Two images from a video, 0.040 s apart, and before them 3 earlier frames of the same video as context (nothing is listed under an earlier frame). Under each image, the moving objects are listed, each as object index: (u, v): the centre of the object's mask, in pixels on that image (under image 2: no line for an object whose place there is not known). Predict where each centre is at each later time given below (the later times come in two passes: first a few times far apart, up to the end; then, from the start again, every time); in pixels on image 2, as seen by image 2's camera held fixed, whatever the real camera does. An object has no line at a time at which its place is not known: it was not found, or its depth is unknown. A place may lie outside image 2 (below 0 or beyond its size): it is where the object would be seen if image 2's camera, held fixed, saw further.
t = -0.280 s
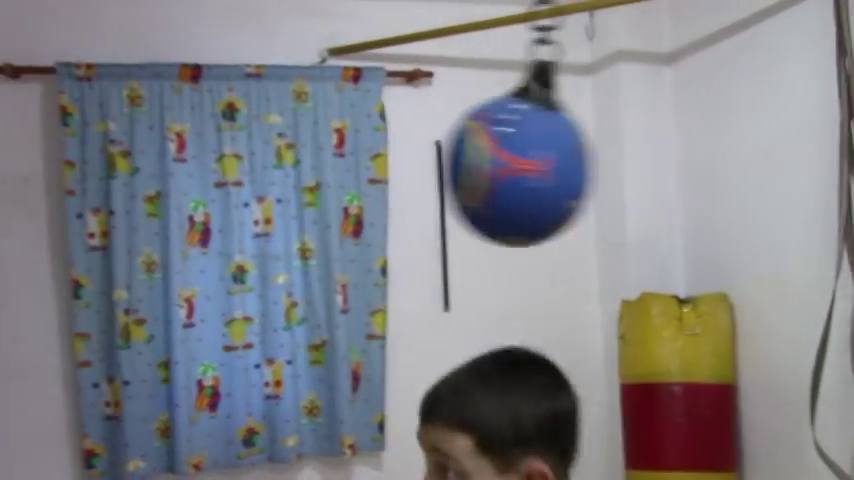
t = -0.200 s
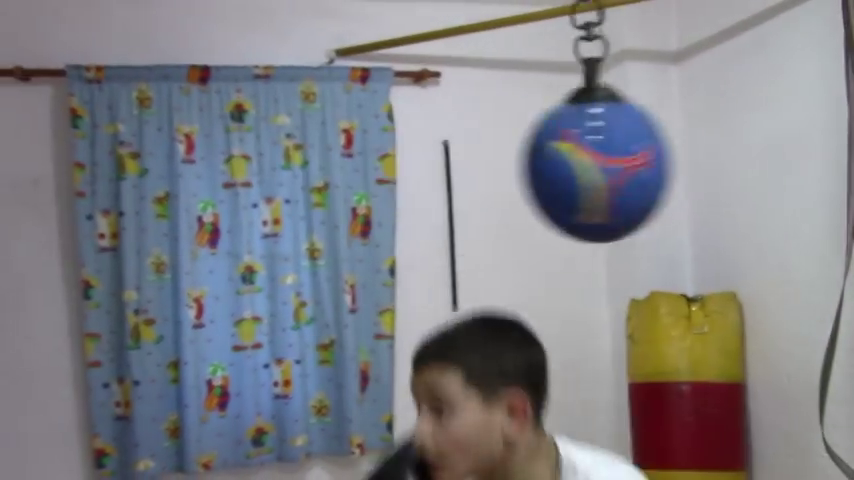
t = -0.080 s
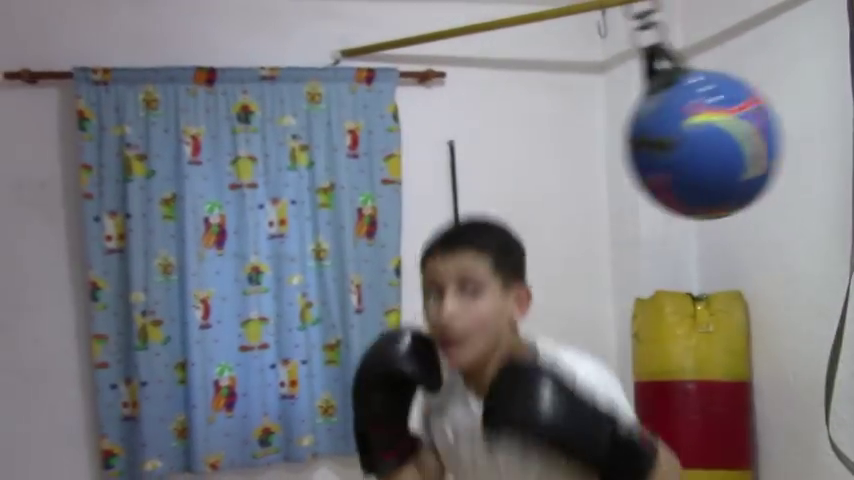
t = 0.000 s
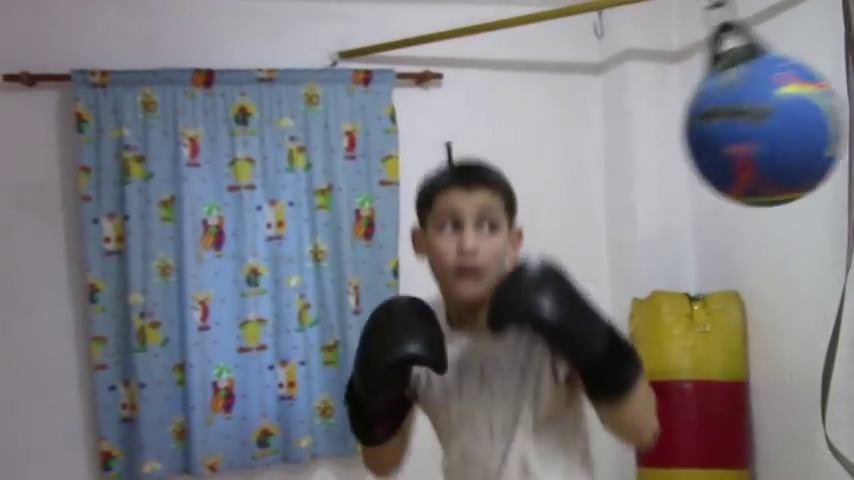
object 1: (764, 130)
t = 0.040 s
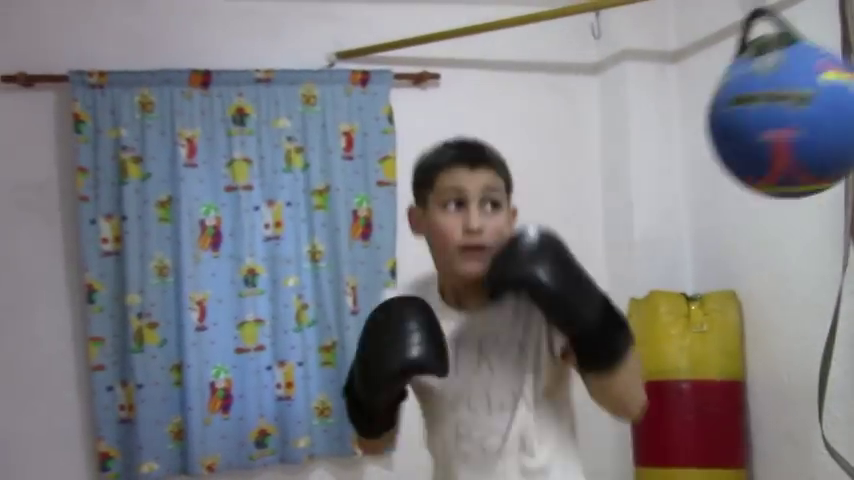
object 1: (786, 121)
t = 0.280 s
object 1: (878, 90)
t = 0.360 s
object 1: (889, 90)
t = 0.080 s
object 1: (803, 115)
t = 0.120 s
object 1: (822, 109)
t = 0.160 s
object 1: (841, 103)
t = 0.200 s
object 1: (855, 97)
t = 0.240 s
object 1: (867, 92)
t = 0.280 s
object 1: (878, 90)
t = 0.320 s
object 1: (886, 90)
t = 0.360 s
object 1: (889, 90)
